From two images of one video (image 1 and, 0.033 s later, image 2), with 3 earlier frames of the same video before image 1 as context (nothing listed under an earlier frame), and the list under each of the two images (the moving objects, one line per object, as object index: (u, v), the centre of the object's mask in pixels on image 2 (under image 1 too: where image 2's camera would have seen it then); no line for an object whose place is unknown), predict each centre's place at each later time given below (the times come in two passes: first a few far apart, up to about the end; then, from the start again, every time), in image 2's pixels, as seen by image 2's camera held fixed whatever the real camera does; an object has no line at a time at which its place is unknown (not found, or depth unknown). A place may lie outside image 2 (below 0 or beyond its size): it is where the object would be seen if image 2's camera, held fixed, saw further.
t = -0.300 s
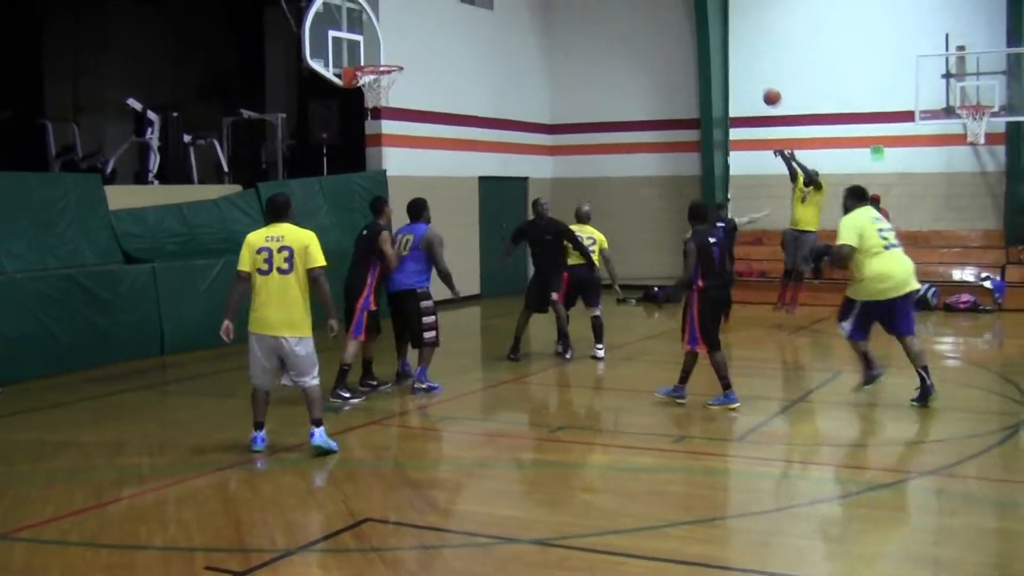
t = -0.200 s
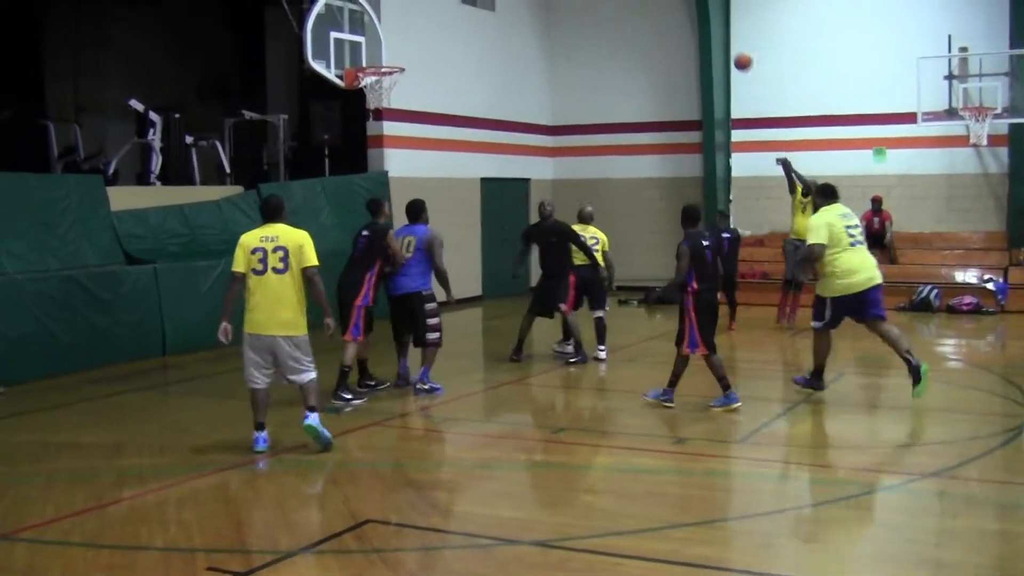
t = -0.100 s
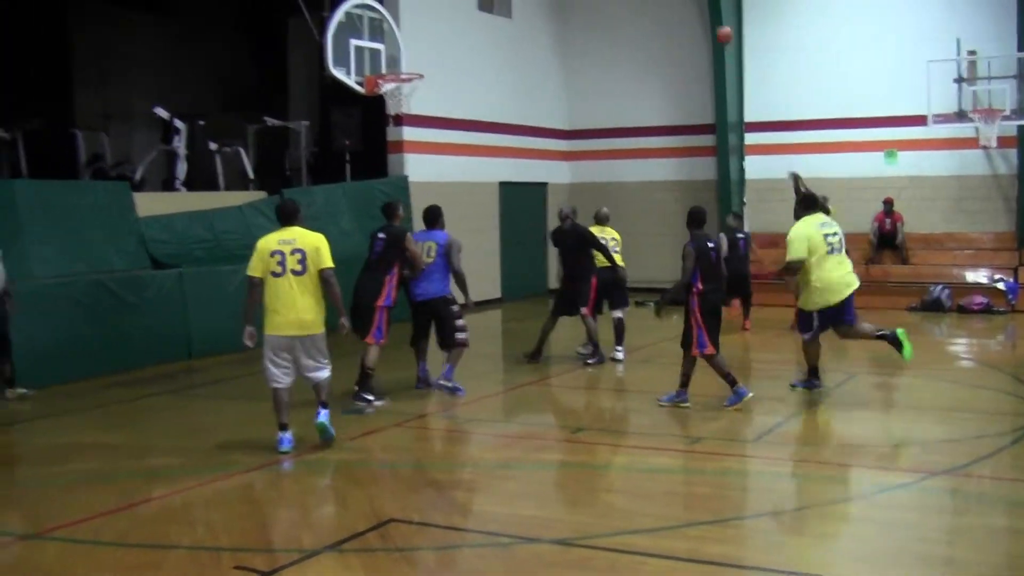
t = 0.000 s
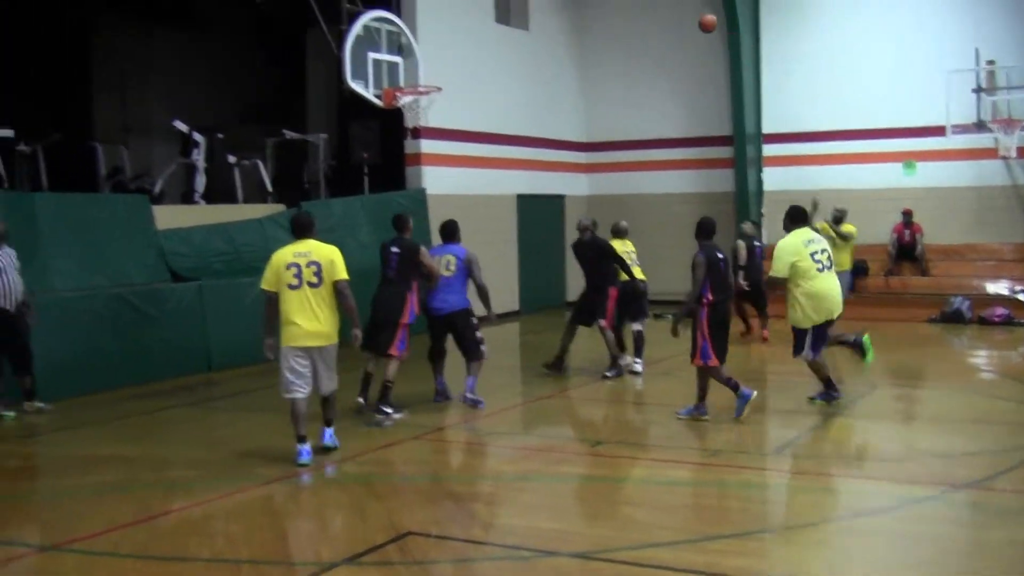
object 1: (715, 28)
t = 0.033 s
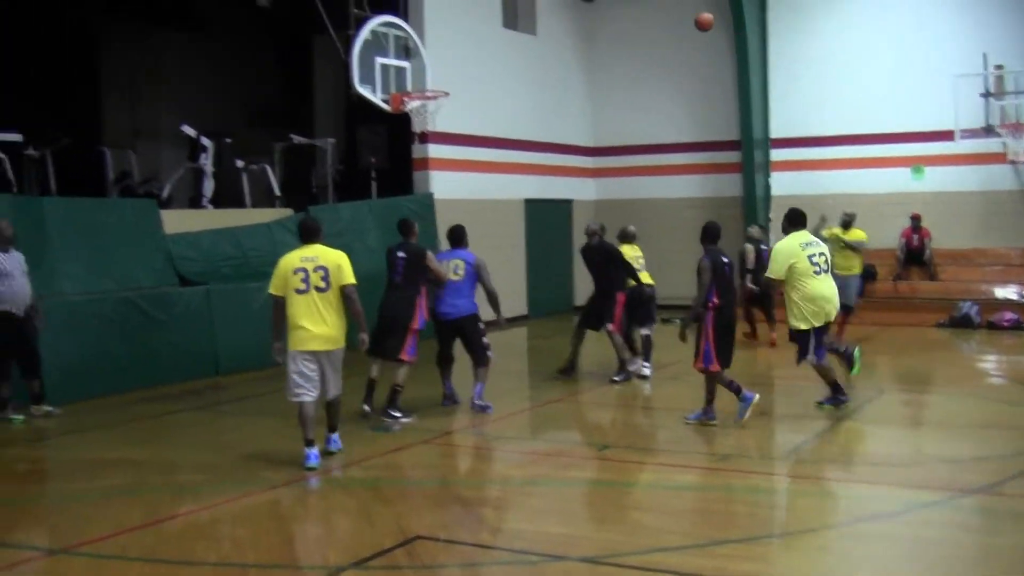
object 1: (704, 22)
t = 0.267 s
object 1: (623, 0)
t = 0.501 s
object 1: (535, 24)
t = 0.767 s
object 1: (455, 77)
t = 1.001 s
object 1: (491, 46)
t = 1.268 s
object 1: (527, 68)
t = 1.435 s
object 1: (548, 107)
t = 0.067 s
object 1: (693, 16)
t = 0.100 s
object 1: (683, 12)
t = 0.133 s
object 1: (671, 7)
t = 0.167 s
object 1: (660, 4)
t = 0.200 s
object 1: (648, 2)
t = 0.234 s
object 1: (636, 1)
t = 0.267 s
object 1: (623, 0)
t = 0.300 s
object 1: (612, 0)
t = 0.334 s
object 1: (600, 1)
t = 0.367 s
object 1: (588, 4)
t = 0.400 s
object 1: (575, 7)
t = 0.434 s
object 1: (561, 12)
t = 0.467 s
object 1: (548, 17)
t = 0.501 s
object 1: (535, 24)
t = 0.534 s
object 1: (523, 30)
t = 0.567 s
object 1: (509, 38)
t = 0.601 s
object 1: (496, 46)
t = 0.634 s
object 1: (482, 57)
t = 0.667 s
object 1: (468, 69)
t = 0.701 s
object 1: (455, 82)
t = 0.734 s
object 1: (450, 86)
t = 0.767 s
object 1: (455, 77)
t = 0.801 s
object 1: (460, 70)
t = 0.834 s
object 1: (466, 63)
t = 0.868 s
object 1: (471, 57)
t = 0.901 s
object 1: (476, 53)
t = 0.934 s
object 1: (481, 49)
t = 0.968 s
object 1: (486, 47)
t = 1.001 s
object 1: (491, 46)
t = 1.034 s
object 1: (495, 45)
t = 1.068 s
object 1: (500, 46)
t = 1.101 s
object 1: (504, 48)
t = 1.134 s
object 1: (509, 50)
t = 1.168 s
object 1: (513, 53)
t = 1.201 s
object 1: (518, 57)
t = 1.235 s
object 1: (522, 62)
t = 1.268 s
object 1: (527, 68)
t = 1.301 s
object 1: (531, 74)
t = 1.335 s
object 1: (535, 81)
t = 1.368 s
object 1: (539, 90)
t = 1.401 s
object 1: (543, 98)
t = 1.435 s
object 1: (548, 107)
